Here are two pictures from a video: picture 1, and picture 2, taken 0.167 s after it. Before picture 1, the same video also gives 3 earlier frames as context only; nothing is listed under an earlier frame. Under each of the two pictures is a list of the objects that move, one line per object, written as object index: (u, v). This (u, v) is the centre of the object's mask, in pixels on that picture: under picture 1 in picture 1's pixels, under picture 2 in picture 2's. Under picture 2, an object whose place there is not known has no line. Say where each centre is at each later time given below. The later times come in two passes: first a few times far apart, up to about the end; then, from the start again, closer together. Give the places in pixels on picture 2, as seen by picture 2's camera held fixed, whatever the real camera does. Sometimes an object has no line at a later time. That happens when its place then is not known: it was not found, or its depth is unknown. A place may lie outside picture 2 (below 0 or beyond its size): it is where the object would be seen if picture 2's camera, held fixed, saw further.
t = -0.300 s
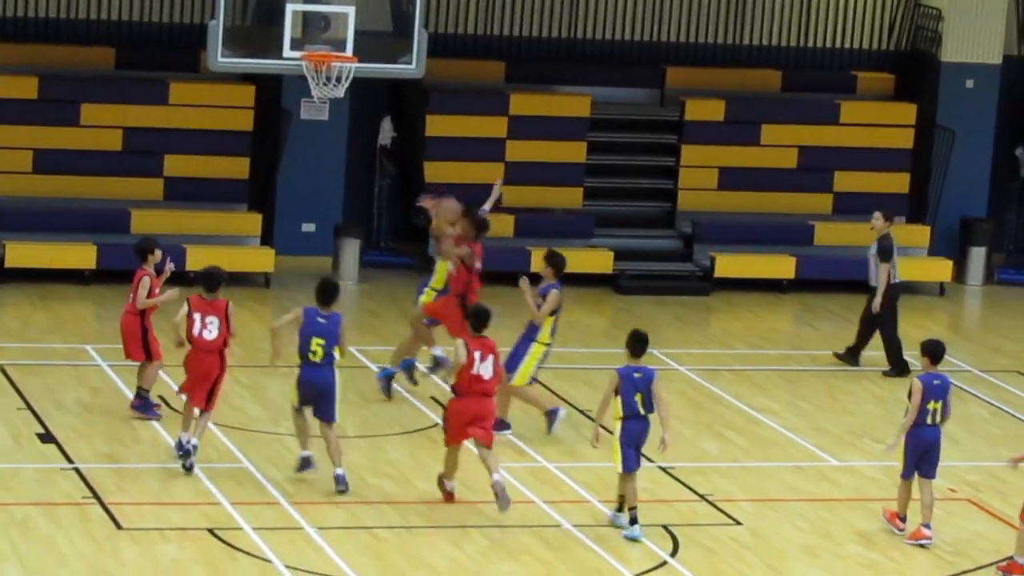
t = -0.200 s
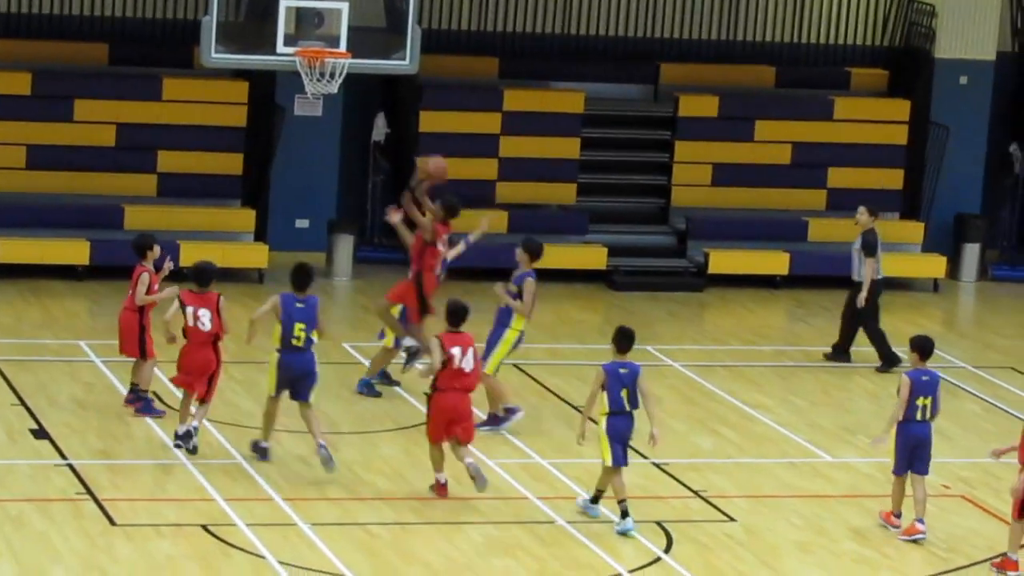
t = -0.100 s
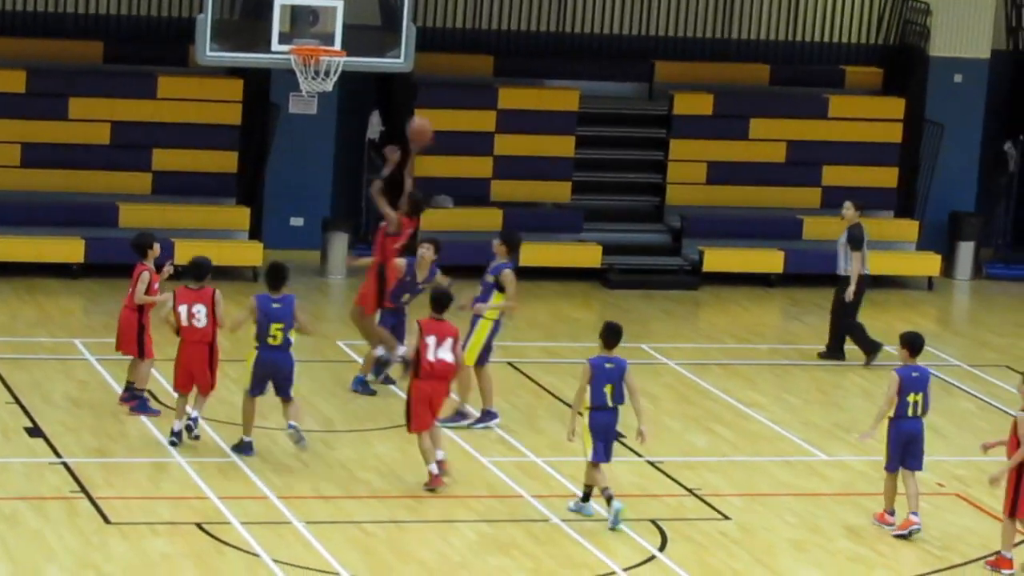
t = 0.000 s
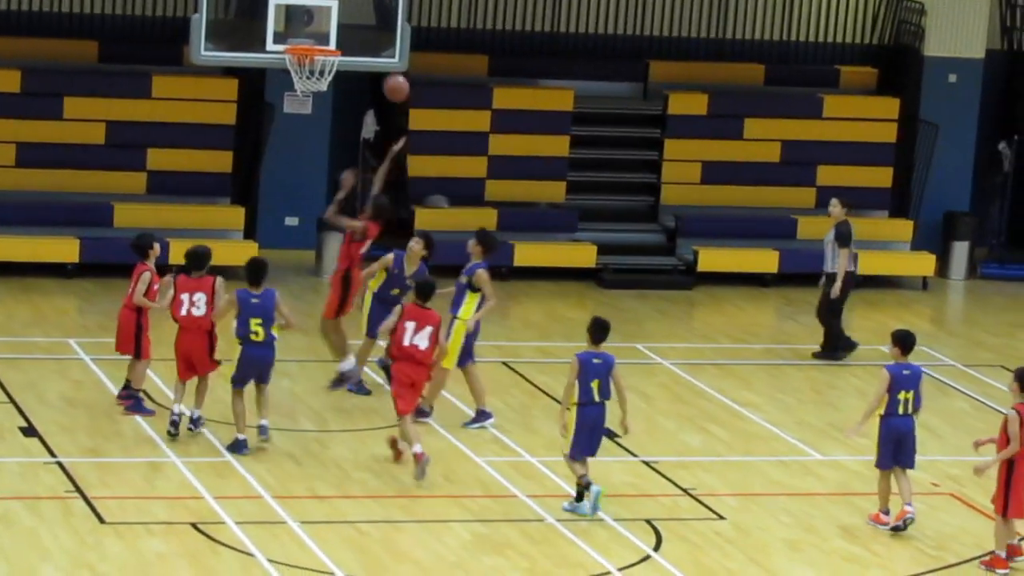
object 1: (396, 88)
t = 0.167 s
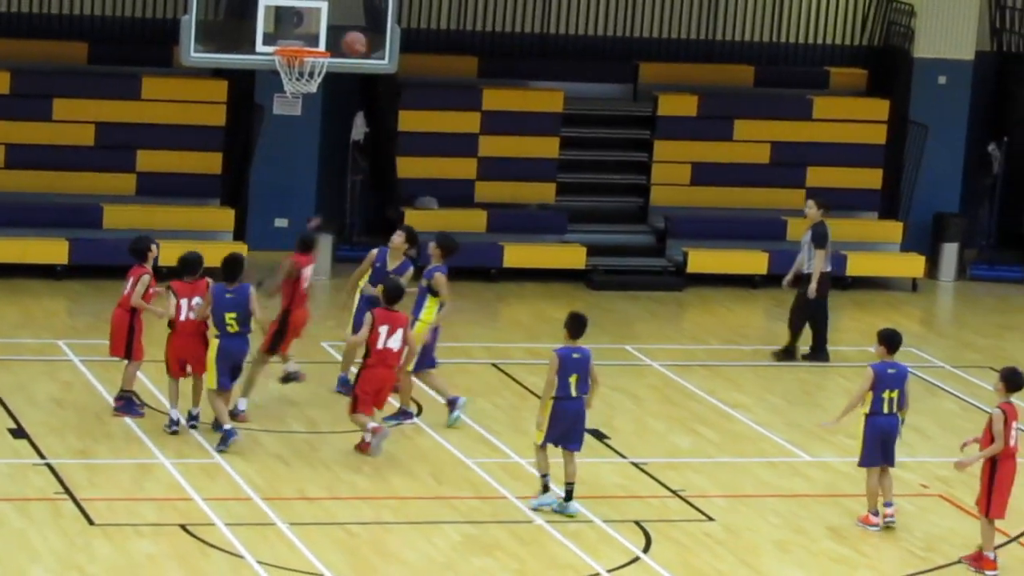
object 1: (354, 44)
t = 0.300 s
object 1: (329, 32)
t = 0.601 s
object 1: (304, 31)
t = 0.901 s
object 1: (294, 95)
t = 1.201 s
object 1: (295, 178)
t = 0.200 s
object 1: (348, 40)
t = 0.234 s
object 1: (341, 35)
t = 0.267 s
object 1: (336, 33)
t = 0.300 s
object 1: (329, 32)
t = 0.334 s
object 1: (322, 32)
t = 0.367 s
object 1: (314, 33)
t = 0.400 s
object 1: (307, 35)
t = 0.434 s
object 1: (305, 34)
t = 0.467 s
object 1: (305, 32)
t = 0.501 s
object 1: (305, 30)
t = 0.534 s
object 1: (305, 29)
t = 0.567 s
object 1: (304, 29)
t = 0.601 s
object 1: (304, 31)
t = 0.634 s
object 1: (302, 35)
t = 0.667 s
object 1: (301, 39)
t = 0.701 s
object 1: (301, 41)
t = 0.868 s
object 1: (296, 88)
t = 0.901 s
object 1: (294, 95)
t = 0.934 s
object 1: (294, 97)
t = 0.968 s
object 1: (295, 102)
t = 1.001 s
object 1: (296, 109)
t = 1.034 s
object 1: (297, 118)
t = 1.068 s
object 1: (297, 128)
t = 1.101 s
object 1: (296, 138)
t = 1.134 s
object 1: (296, 150)
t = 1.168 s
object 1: (295, 163)
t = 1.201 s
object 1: (295, 178)
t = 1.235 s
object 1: (298, 194)
